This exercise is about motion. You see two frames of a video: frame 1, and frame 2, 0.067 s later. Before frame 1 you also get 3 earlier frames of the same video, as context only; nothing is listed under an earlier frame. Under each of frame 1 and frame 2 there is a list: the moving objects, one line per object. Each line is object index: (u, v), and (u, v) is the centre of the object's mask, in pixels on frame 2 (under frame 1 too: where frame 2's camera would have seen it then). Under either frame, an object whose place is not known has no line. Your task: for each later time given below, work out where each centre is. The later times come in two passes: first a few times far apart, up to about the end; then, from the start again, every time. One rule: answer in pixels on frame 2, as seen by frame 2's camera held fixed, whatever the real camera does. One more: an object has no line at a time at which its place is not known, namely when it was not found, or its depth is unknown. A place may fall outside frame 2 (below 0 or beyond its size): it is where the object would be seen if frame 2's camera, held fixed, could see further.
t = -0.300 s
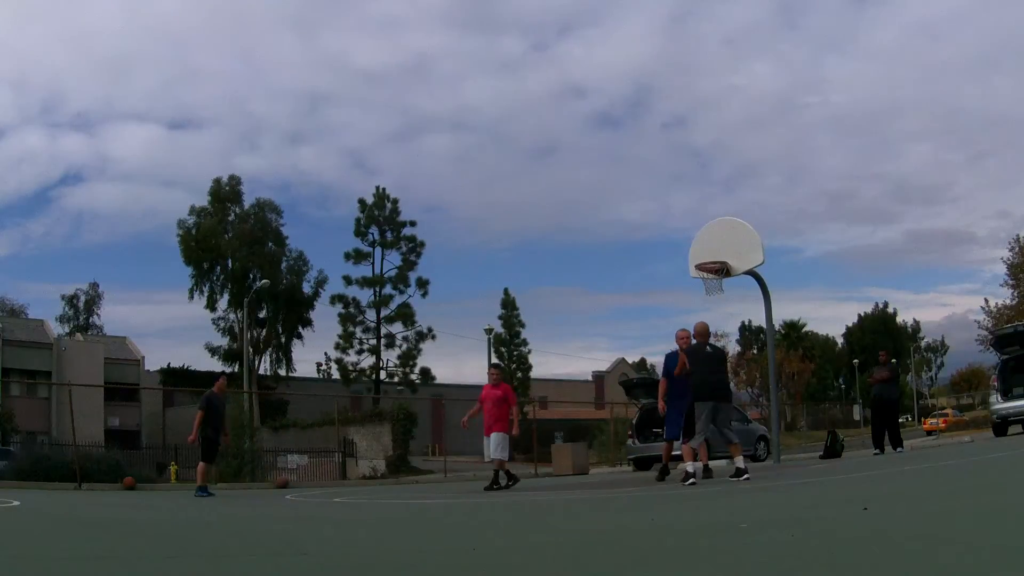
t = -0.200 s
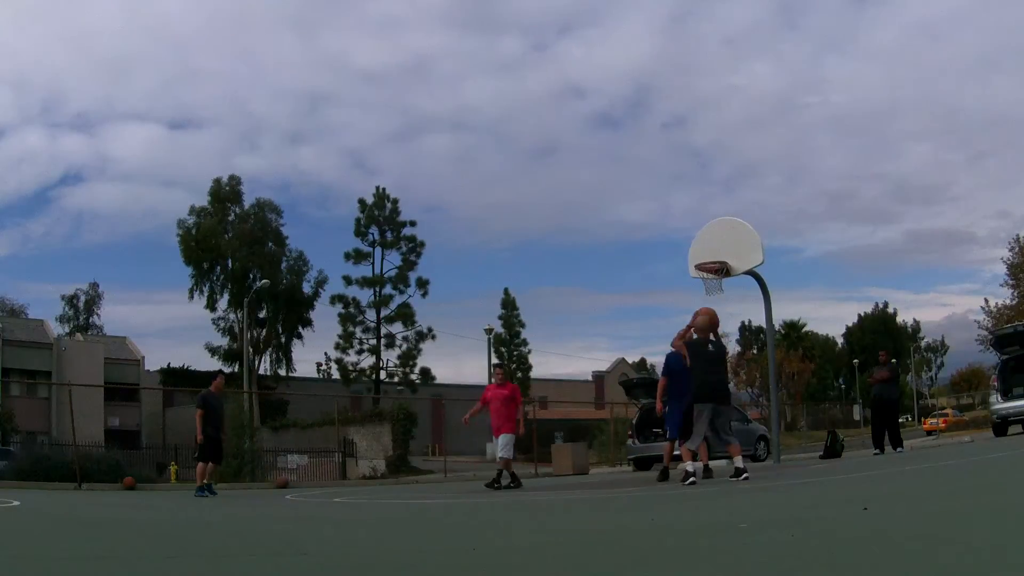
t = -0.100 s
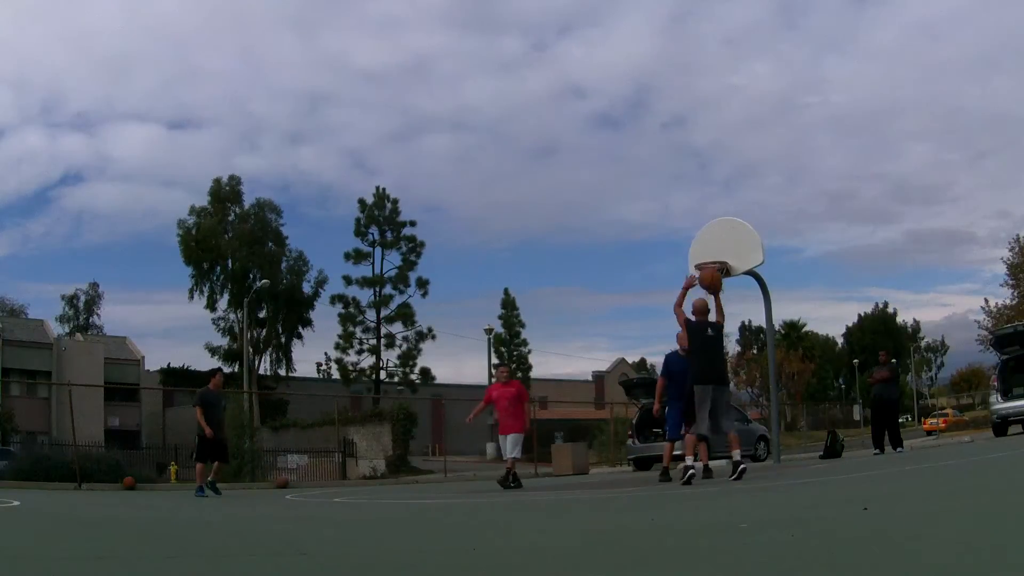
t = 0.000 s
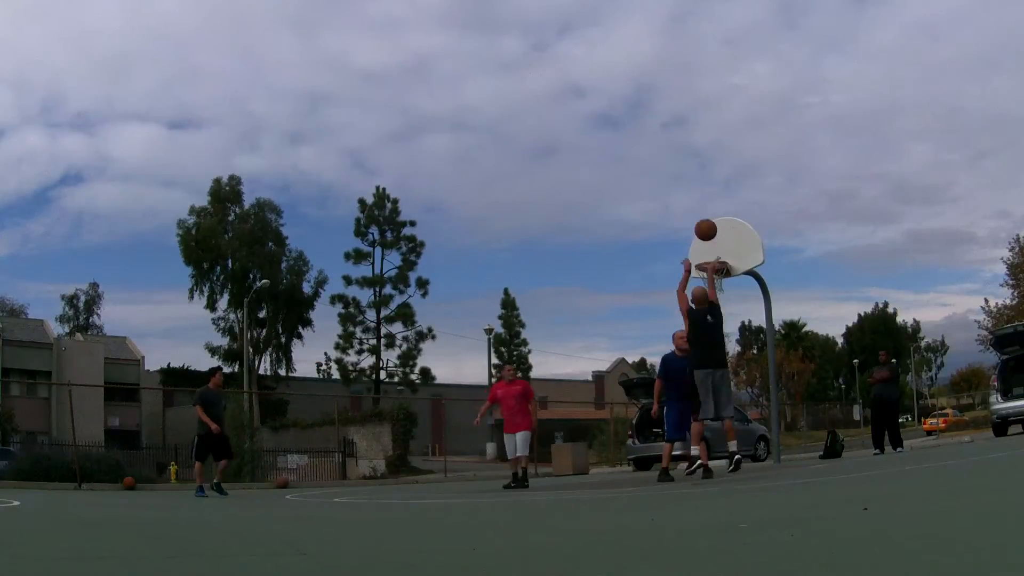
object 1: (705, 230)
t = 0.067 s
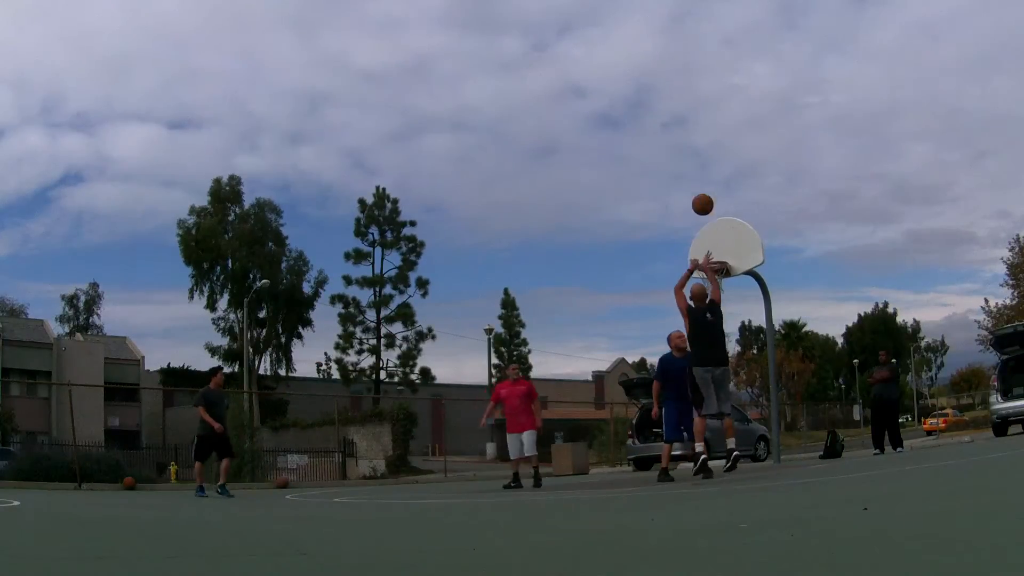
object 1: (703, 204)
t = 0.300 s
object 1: (695, 154)
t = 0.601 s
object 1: (692, 156)
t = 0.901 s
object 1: (694, 215)
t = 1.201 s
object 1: (683, 306)
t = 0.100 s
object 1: (701, 194)
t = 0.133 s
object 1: (700, 184)
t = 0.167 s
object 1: (698, 176)
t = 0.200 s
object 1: (697, 169)
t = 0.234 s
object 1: (696, 163)
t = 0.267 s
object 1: (695, 158)
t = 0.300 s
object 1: (695, 154)
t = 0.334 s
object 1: (694, 151)
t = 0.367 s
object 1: (693, 149)
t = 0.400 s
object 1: (693, 147)
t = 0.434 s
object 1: (692, 147)
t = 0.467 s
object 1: (692, 147)
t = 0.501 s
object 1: (692, 148)
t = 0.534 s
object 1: (692, 150)
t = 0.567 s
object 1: (692, 152)
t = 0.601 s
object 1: (692, 156)
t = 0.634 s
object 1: (692, 160)
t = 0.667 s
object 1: (692, 164)
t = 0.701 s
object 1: (692, 170)
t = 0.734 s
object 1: (692, 176)
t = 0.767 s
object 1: (693, 182)
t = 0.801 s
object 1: (693, 190)
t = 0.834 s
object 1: (693, 198)
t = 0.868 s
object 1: (694, 206)
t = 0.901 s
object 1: (694, 215)
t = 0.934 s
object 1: (695, 225)
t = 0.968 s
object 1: (695, 235)
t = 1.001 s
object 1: (696, 246)
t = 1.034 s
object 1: (696, 257)
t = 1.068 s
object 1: (694, 270)
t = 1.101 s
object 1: (696, 280)
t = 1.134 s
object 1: (692, 288)
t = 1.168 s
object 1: (687, 296)
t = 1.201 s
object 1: (683, 306)
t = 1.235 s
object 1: (679, 316)
